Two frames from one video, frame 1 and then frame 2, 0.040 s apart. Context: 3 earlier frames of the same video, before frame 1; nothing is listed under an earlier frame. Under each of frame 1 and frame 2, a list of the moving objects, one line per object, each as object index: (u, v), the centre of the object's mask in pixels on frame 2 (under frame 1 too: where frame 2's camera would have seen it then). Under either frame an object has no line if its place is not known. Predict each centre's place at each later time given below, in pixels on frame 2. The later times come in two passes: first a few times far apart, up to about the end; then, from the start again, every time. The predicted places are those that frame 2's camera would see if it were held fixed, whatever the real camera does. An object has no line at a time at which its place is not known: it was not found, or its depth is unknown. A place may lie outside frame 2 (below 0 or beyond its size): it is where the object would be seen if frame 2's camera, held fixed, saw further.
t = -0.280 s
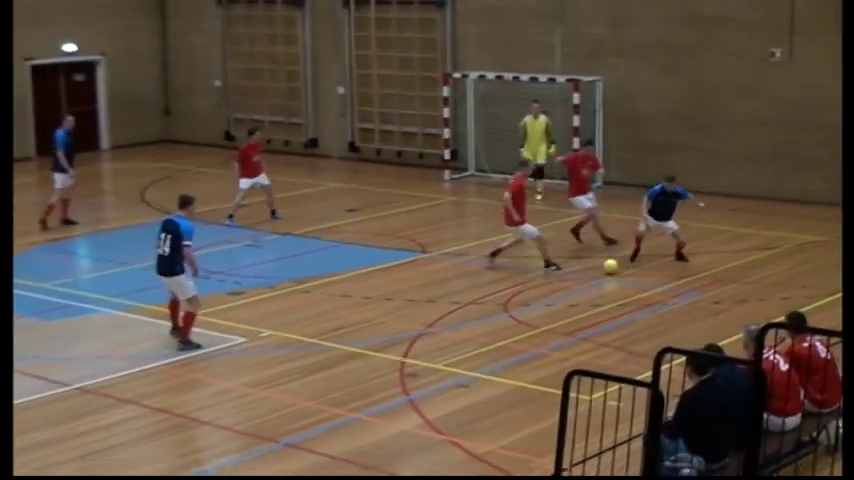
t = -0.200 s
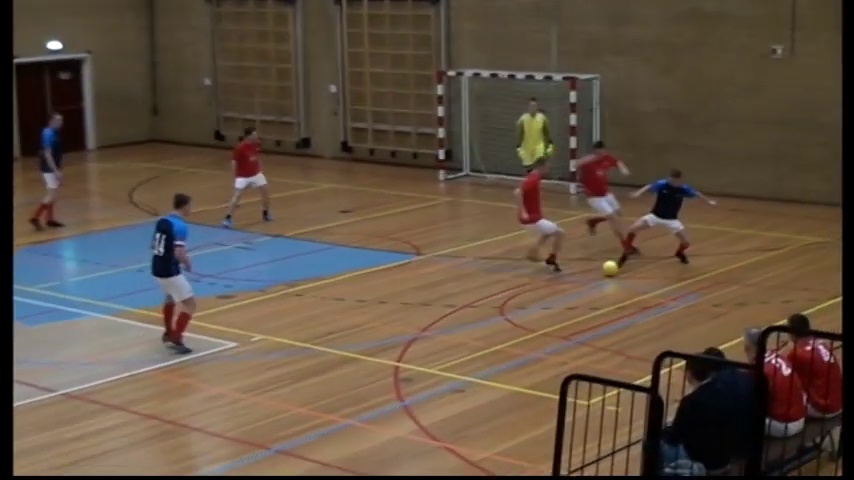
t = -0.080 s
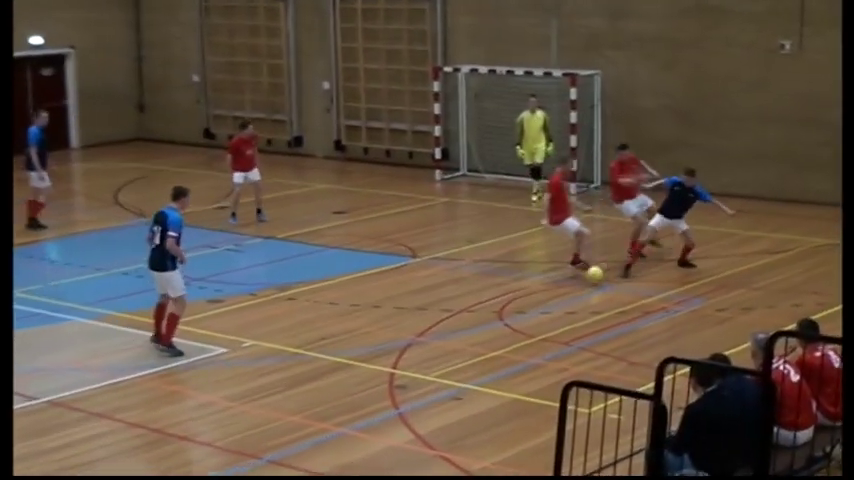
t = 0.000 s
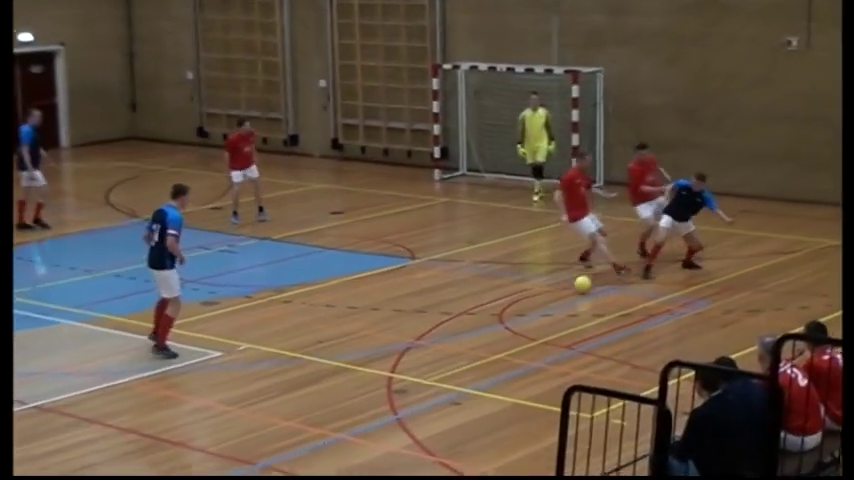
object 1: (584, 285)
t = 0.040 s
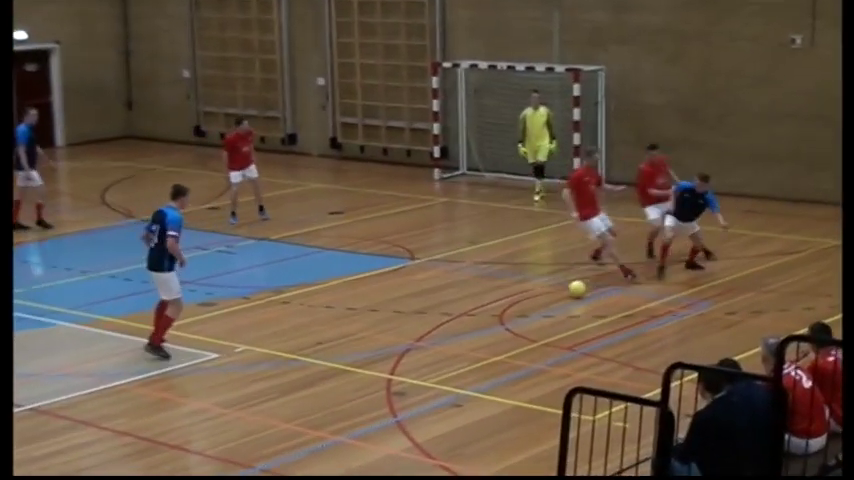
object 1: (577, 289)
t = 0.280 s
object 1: (541, 306)
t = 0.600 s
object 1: (504, 322)
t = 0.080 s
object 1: (570, 291)
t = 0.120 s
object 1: (563, 295)
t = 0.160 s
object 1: (557, 298)
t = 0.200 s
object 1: (552, 300)
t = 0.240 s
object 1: (546, 303)
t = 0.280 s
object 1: (541, 306)
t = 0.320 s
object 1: (536, 308)
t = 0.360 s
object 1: (531, 310)
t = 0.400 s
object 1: (526, 313)
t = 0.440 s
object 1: (522, 315)
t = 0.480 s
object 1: (518, 316)
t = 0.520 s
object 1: (513, 318)
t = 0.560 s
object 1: (509, 320)
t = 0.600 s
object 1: (504, 322)
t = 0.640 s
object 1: (500, 324)
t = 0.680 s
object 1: (495, 325)
